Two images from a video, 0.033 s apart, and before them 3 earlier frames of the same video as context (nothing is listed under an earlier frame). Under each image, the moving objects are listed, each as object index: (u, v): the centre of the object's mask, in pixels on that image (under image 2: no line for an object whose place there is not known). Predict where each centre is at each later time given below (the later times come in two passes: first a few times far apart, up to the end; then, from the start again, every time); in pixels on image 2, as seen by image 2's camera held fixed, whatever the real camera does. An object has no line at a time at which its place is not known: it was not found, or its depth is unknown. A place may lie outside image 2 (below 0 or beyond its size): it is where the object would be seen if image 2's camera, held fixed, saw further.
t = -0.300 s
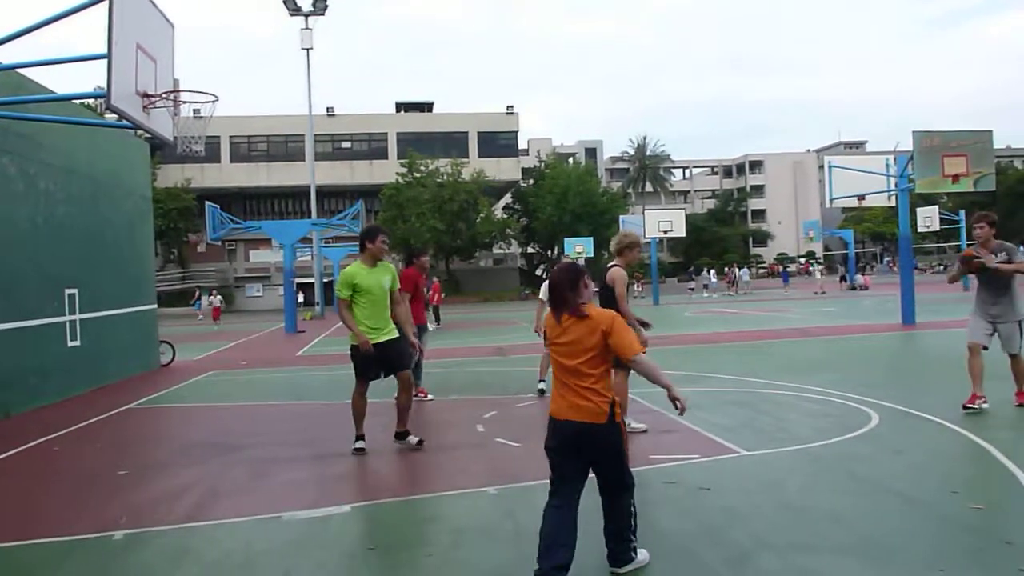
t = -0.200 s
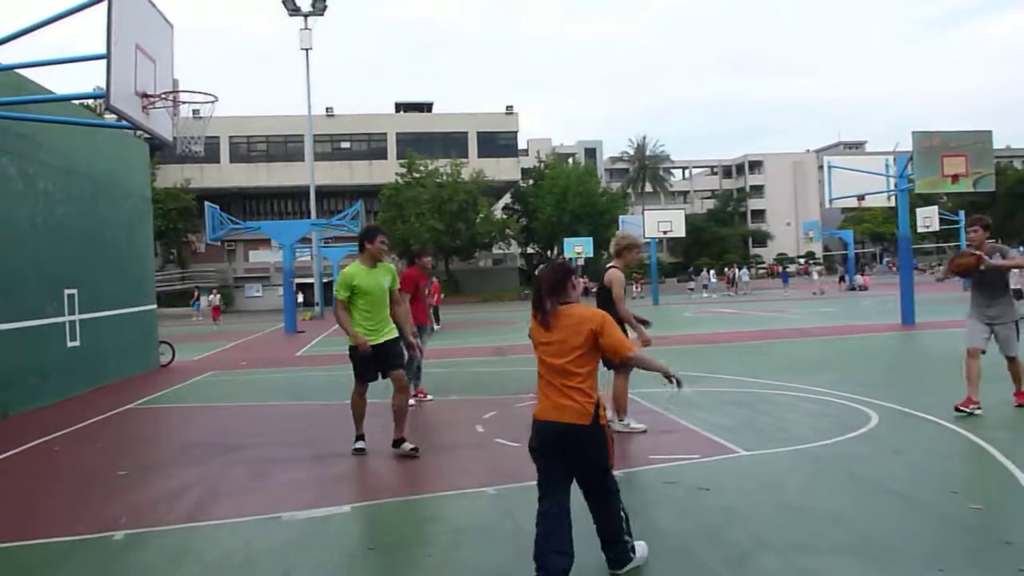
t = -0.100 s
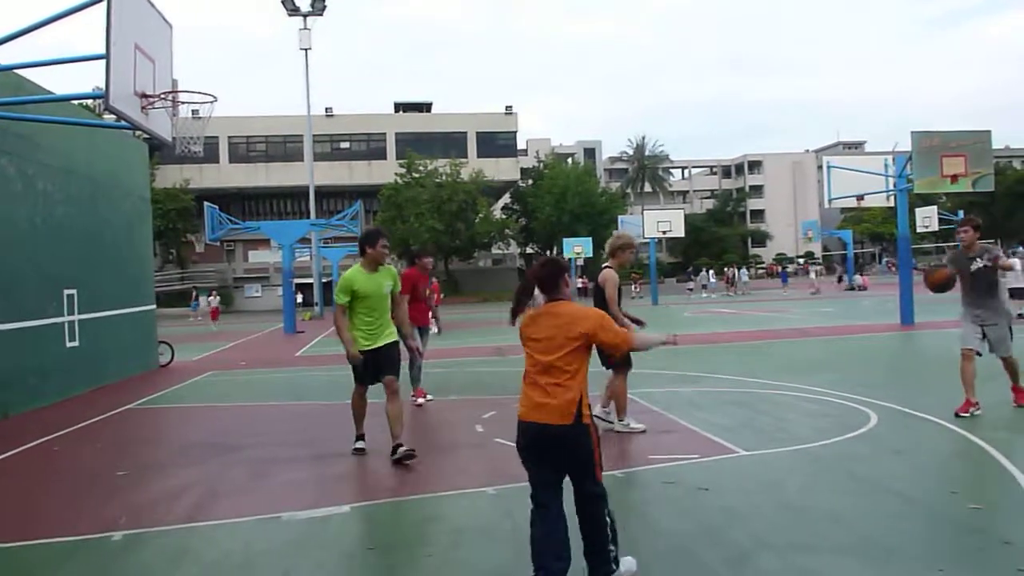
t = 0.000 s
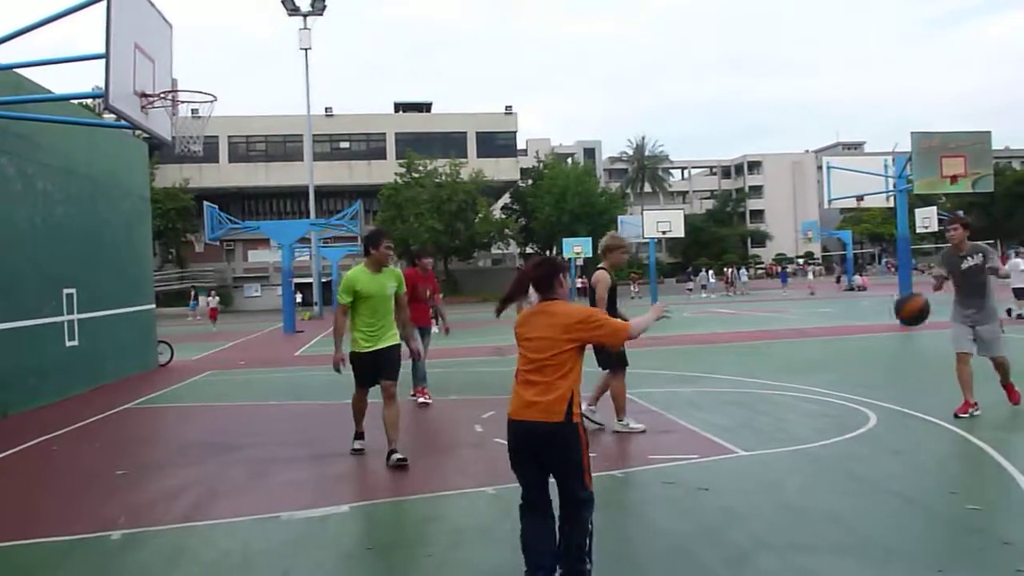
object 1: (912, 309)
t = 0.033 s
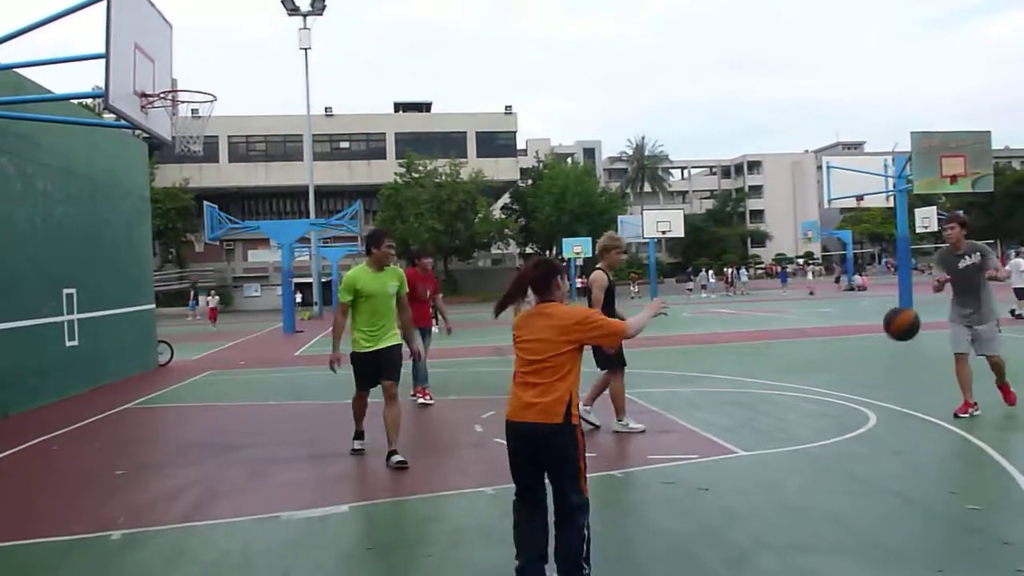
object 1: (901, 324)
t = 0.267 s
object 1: (806, 489)
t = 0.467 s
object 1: (734, 393)
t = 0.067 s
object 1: (887, 339)
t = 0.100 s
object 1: (876, 359)
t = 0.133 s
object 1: (863, 382)
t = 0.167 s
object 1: (848, 410)
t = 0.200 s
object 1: (836, 442)
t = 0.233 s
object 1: (819, 477)
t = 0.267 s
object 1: (806, 489)
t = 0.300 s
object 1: (795, 470)
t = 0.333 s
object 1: (783, 452)
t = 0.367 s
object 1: (772, 434)
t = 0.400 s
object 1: (760, 419)
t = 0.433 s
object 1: (747, 405)
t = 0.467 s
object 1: (734, 393)
